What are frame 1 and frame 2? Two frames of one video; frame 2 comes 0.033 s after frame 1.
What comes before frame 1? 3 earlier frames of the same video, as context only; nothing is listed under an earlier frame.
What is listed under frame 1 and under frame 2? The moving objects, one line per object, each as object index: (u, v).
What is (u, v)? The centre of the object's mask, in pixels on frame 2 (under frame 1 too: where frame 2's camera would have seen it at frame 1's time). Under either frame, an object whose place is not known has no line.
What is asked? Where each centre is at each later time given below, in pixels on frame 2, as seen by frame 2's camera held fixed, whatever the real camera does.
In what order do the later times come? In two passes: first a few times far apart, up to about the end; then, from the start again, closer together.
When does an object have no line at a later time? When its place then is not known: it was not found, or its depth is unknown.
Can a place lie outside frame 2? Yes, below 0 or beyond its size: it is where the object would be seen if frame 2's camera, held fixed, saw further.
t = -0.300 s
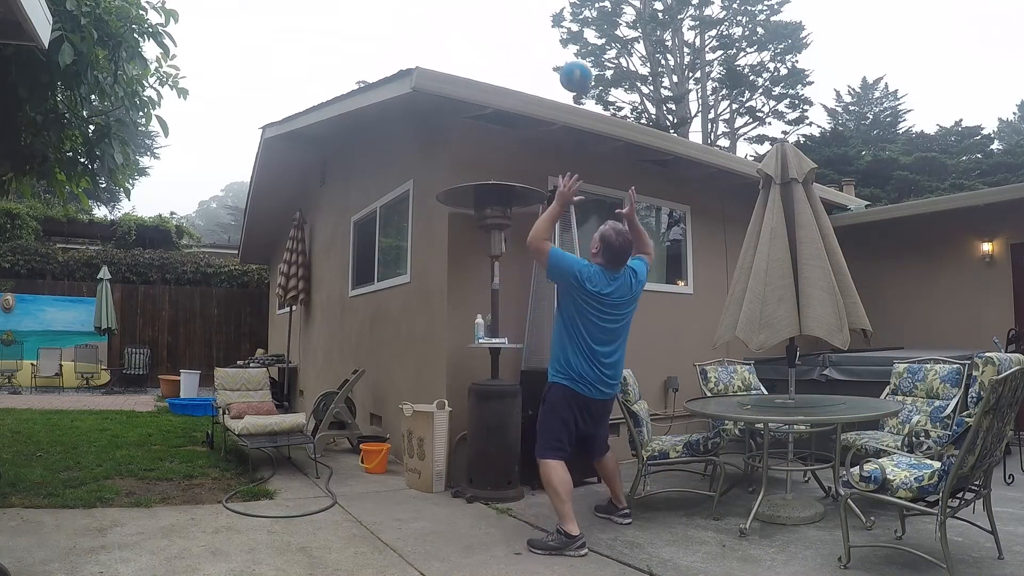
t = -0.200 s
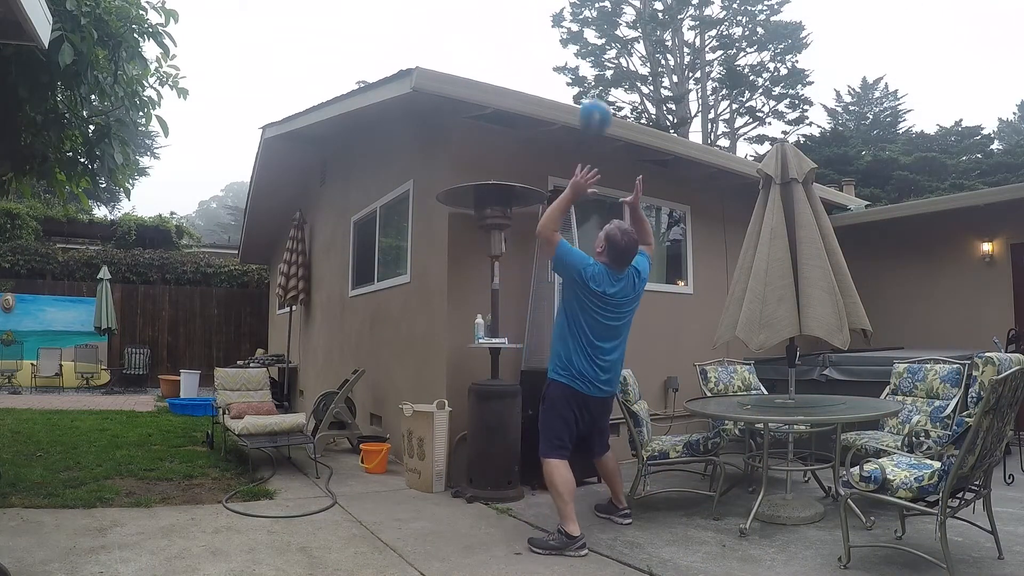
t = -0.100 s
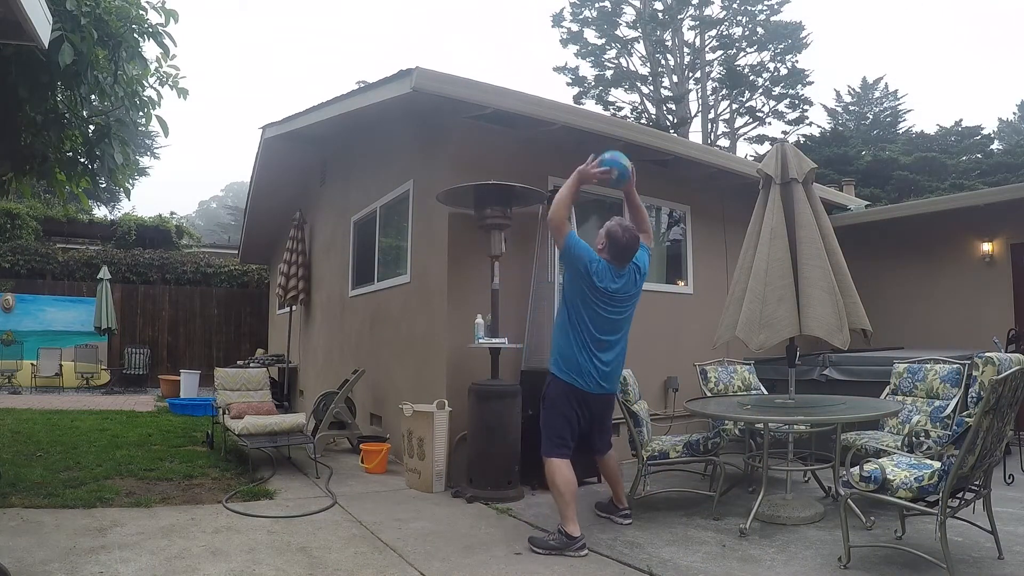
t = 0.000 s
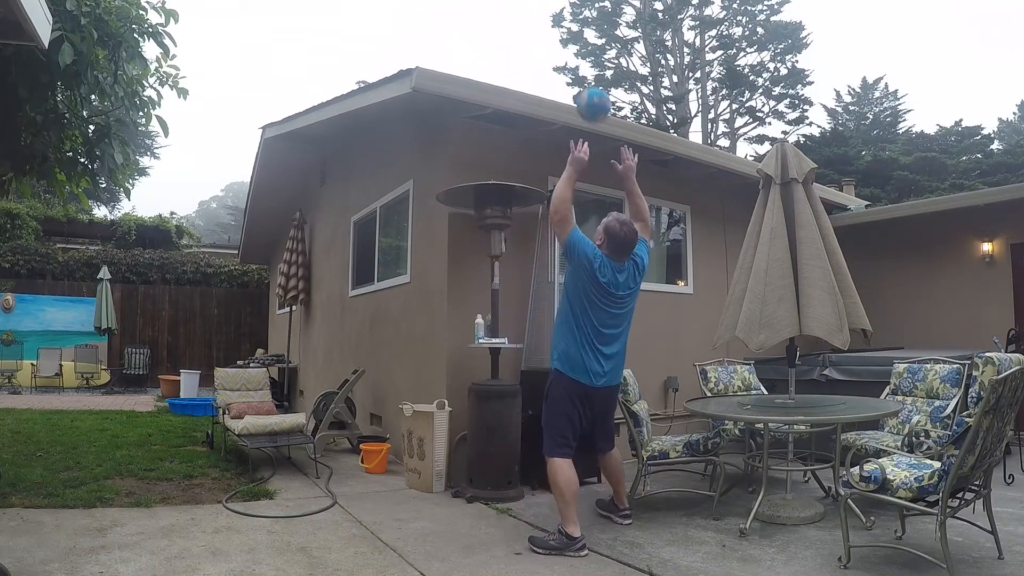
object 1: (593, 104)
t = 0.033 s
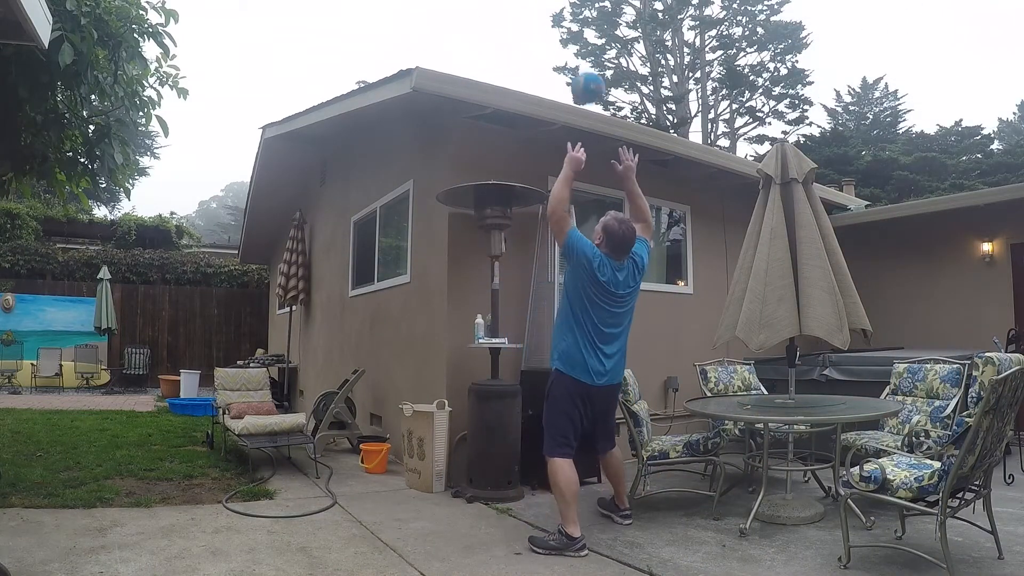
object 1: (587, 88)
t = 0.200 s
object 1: (560, 32)
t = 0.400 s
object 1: (532, 19)
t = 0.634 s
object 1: (504, 64)
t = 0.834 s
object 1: (514, 45)
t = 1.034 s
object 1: (535, 44)
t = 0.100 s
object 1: (576, 59)
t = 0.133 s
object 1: (570, 48)
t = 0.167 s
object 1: (565, 39)
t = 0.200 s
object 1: (560, 32)
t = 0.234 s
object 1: (555, 26)
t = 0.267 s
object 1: (550, 22)
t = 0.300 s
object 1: (546, 19)
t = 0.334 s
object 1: (541, 18)
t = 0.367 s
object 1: (536, 18)
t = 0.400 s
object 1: (532, 19)
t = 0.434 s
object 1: (528, 22)
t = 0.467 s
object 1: (524, 26)
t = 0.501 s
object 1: (519, 31)
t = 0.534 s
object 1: (516, 37)
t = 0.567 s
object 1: (512, 45)
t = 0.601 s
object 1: (508, 54)
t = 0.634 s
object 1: (504, 64)
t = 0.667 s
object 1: (500, 75)
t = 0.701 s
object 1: (501, 72)
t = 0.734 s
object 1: (505, 63)
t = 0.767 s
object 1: (508, 56)
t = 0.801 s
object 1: (511, 50)
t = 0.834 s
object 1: (514, 45)
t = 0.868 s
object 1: (517, 41)
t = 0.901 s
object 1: (521, 39)
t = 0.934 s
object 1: (524, 38)
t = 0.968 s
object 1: (528, 39)
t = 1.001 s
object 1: (531, 41)
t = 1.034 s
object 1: (535, 44)
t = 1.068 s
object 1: (539, 49)
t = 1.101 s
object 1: (543, 56)
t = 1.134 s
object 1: (547, 64)
